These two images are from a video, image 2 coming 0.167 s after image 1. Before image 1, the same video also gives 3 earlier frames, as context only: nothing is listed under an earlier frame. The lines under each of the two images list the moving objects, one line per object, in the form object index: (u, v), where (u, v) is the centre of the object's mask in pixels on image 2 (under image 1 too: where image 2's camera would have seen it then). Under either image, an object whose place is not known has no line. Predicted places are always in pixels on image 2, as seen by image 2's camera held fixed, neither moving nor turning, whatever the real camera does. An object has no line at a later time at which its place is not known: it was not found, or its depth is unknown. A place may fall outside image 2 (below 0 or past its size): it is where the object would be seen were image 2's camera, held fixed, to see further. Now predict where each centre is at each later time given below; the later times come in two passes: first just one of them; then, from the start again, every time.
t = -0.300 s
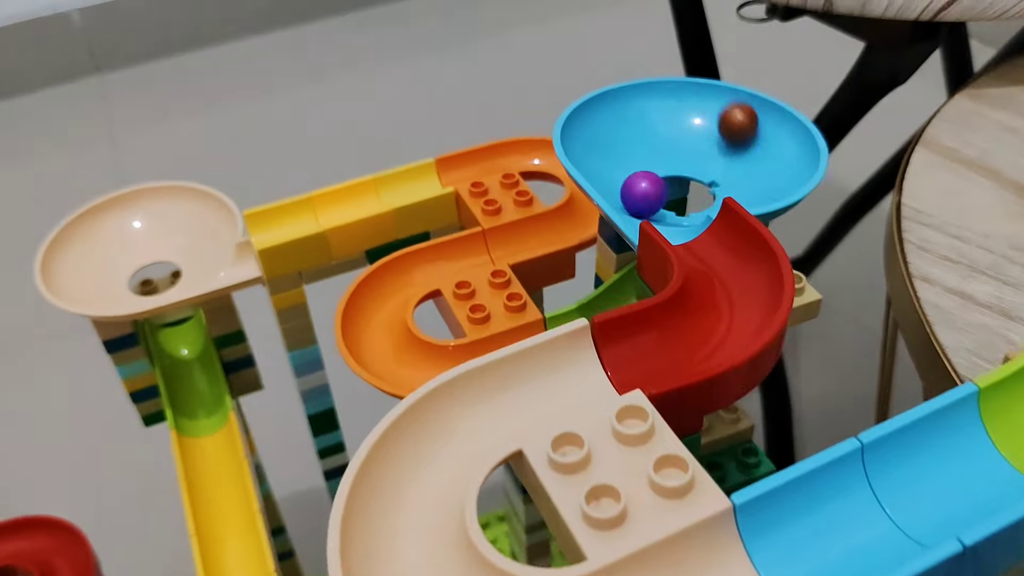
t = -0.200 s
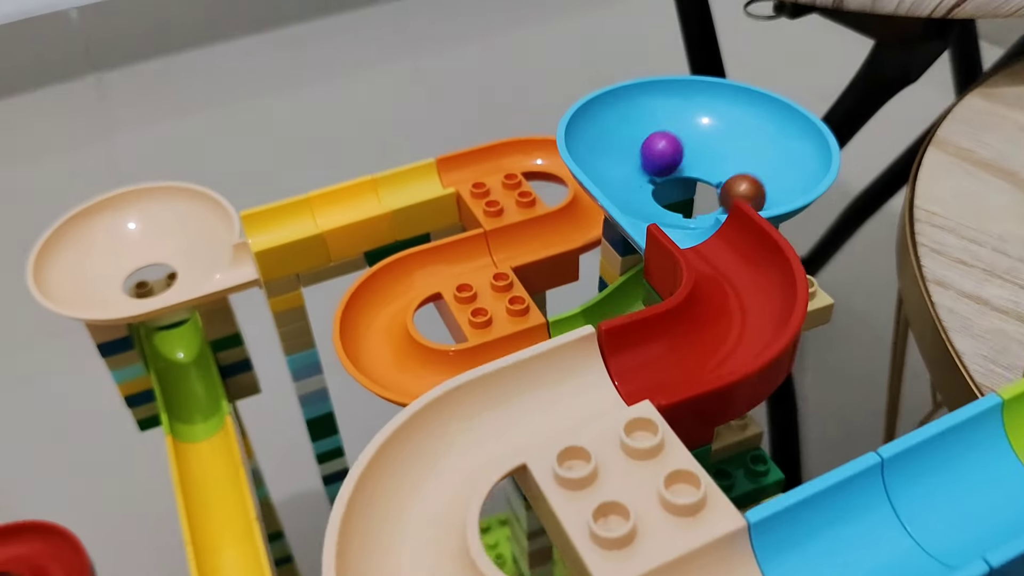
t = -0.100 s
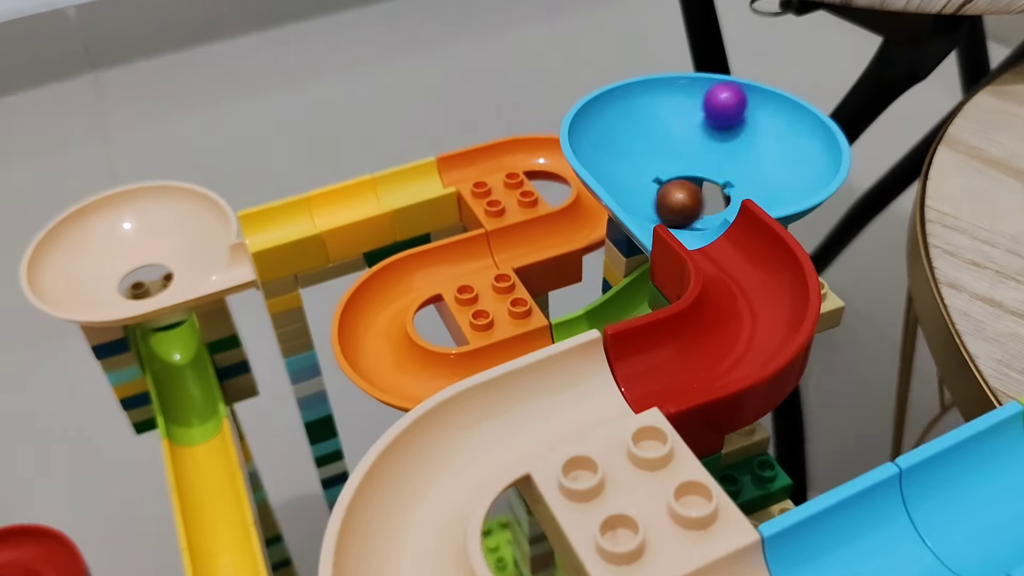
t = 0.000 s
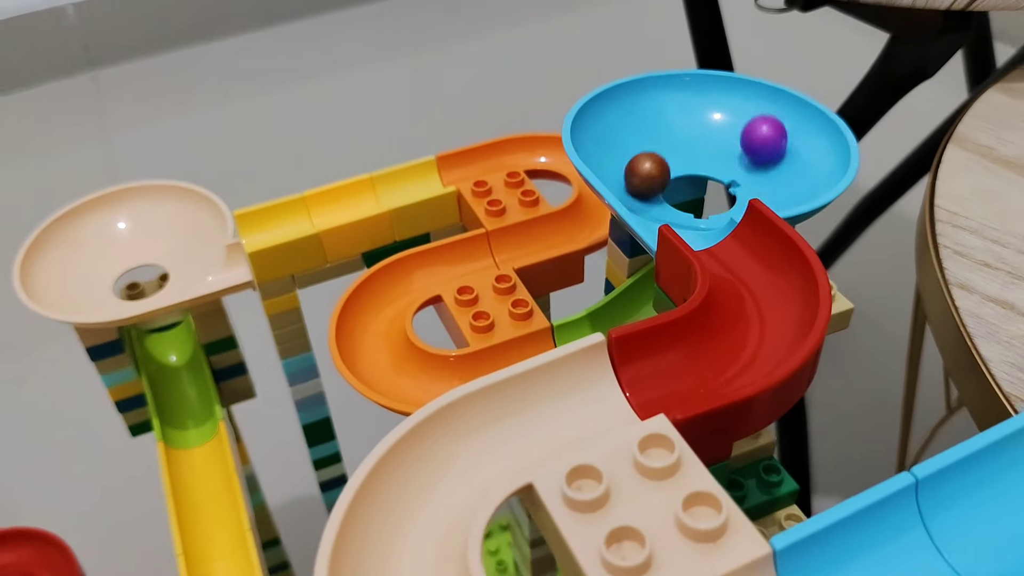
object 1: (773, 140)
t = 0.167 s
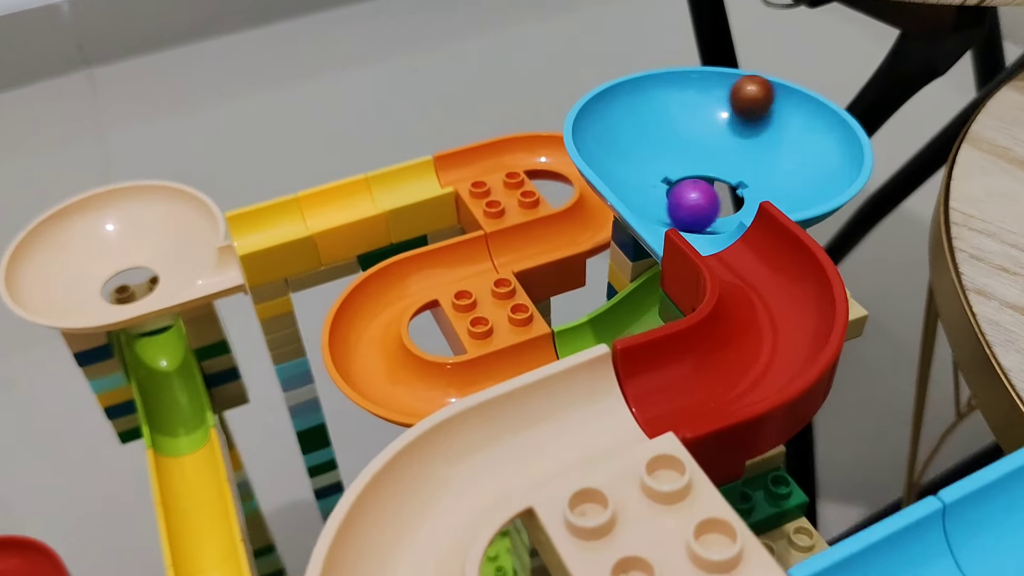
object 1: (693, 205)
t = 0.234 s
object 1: (663, 196)
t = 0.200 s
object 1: (676, 201)
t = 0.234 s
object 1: (663, 196)
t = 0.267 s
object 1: (658, 189)
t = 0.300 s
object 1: (662, 178)
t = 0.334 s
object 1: (673, 162)
